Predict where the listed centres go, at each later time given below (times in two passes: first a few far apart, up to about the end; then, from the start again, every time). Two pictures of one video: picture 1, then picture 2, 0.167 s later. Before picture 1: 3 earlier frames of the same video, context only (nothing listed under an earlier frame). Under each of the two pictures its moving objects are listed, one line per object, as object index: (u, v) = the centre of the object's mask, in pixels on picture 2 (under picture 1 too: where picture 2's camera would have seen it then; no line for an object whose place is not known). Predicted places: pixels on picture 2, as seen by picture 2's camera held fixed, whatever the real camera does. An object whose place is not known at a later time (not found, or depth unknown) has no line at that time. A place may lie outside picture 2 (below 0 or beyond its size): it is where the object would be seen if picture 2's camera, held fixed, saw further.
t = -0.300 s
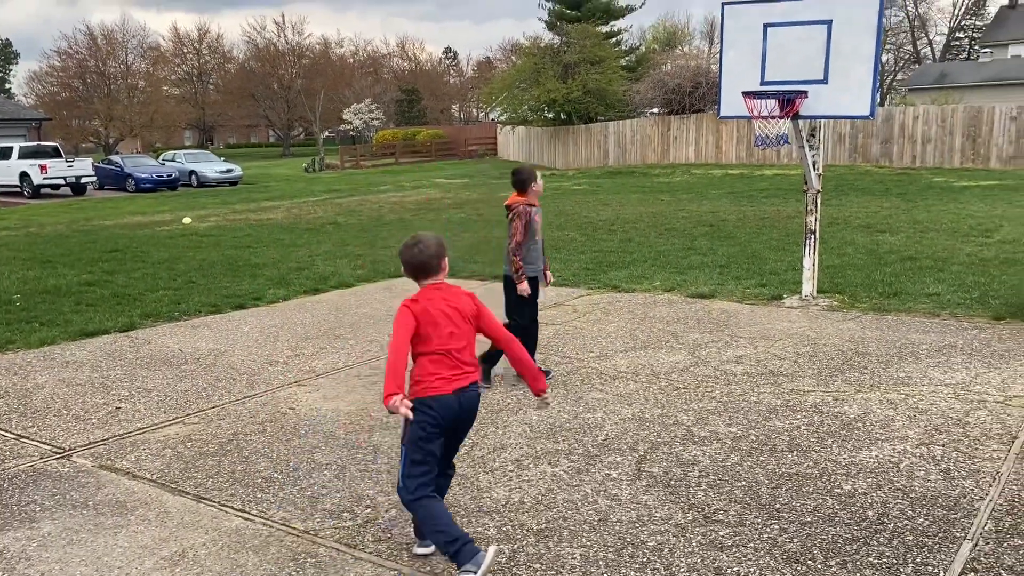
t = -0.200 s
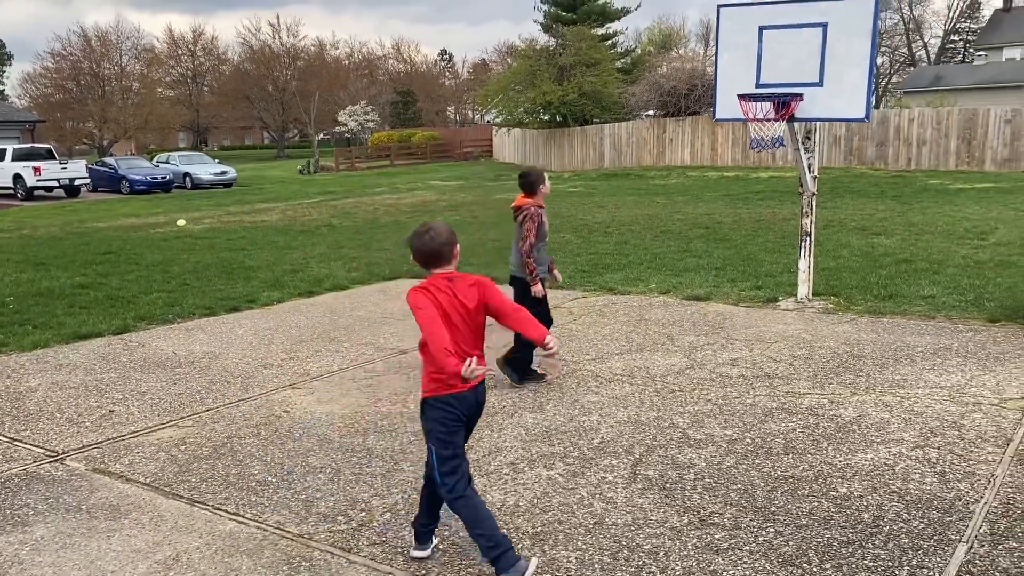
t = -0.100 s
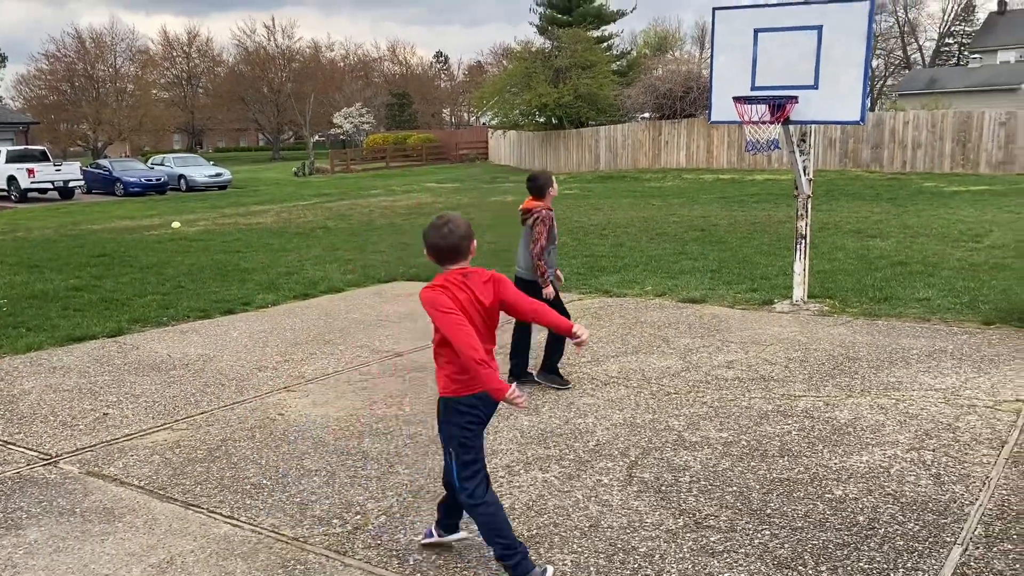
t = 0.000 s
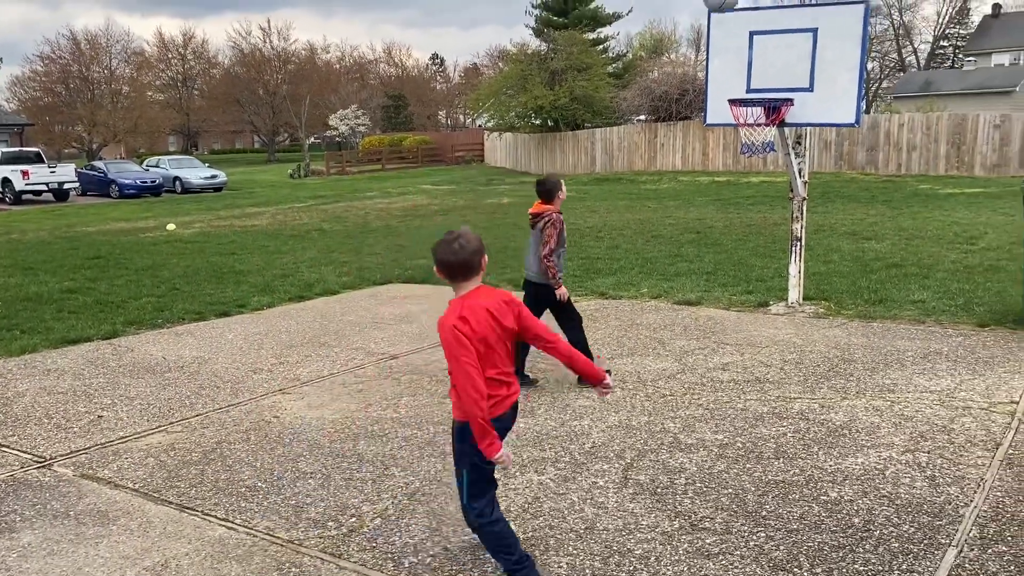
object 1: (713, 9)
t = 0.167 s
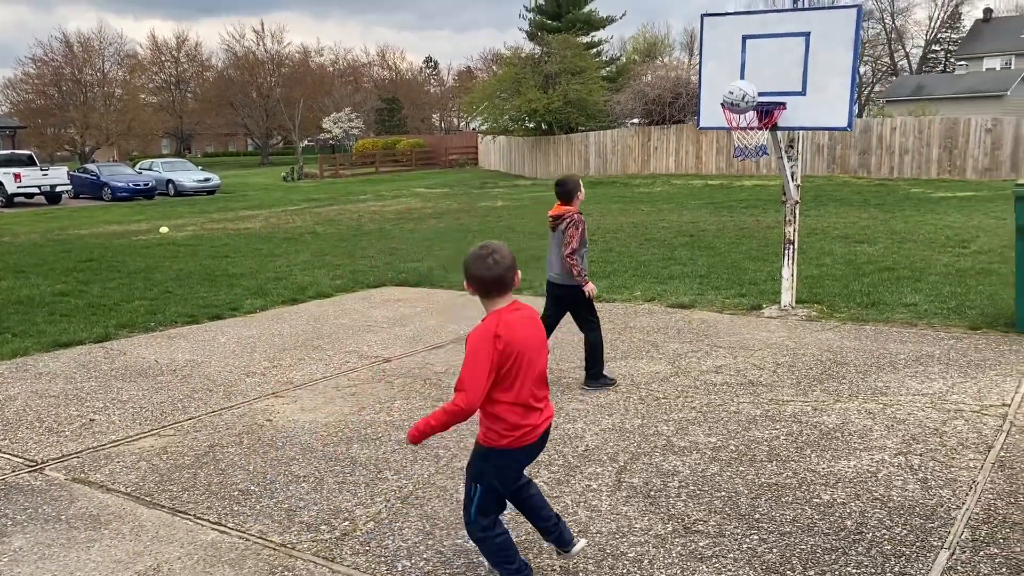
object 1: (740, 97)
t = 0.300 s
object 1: (725, 167)
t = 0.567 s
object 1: (685, 347)
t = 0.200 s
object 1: (739, 113)
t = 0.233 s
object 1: (735, 130)
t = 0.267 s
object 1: (730, 147)
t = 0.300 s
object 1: (725, 167)
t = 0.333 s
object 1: (721, 189)
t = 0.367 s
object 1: (716, 215)
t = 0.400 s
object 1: (711, 242)
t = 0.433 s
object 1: (707, 270)
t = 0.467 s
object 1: (701, 302)
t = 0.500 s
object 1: (695, 336)
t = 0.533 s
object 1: (691, 368)
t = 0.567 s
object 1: (685, 347)
